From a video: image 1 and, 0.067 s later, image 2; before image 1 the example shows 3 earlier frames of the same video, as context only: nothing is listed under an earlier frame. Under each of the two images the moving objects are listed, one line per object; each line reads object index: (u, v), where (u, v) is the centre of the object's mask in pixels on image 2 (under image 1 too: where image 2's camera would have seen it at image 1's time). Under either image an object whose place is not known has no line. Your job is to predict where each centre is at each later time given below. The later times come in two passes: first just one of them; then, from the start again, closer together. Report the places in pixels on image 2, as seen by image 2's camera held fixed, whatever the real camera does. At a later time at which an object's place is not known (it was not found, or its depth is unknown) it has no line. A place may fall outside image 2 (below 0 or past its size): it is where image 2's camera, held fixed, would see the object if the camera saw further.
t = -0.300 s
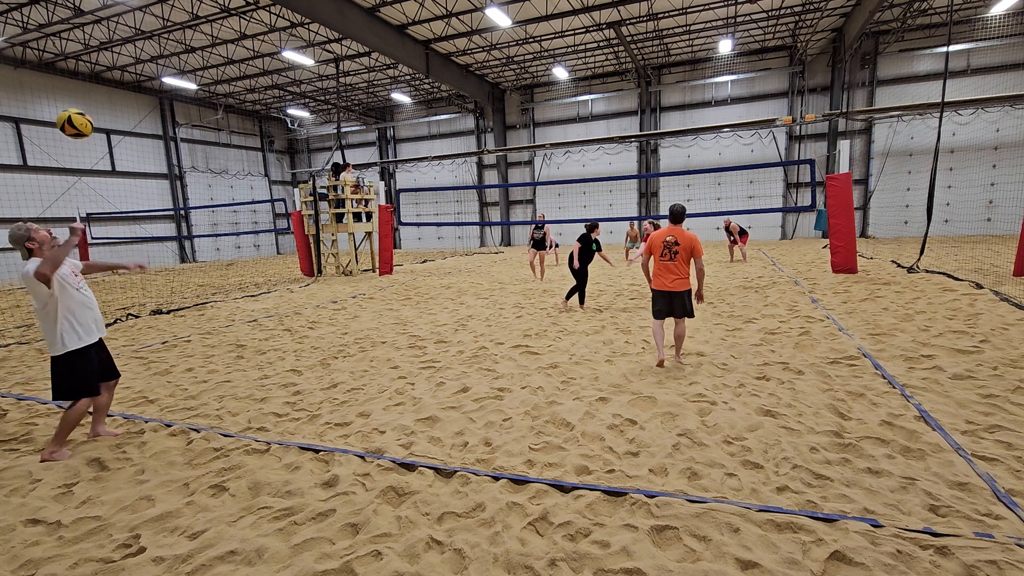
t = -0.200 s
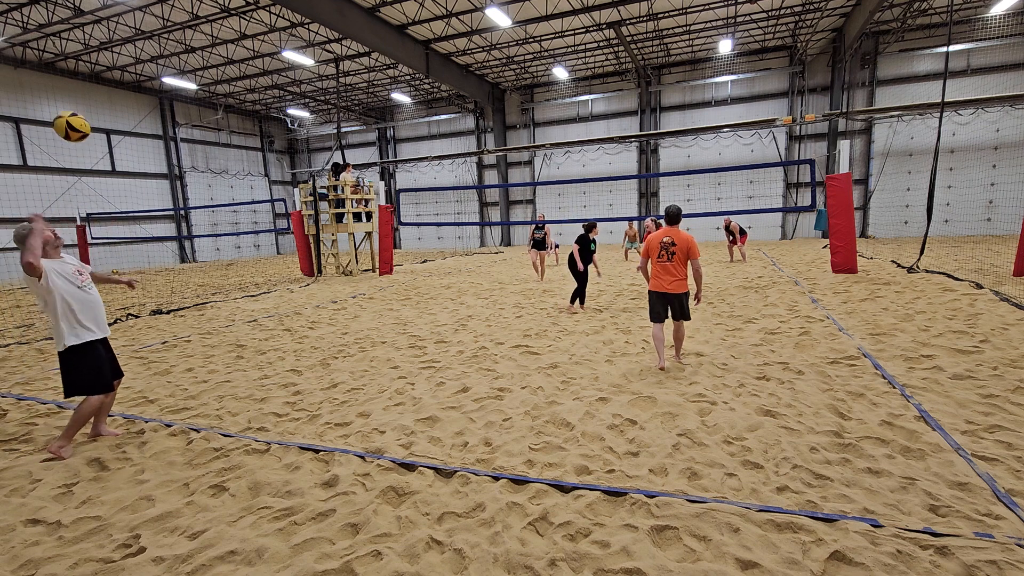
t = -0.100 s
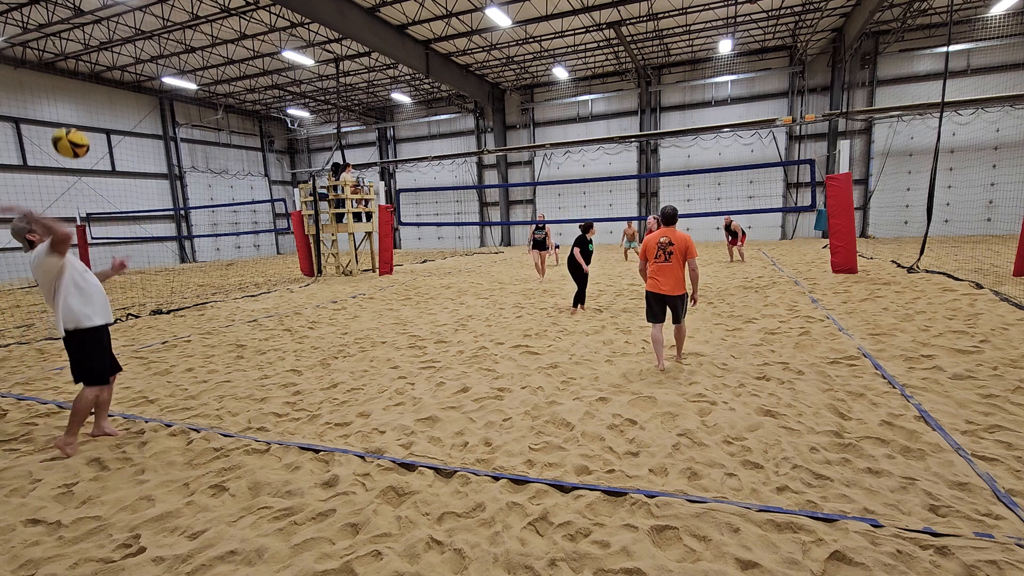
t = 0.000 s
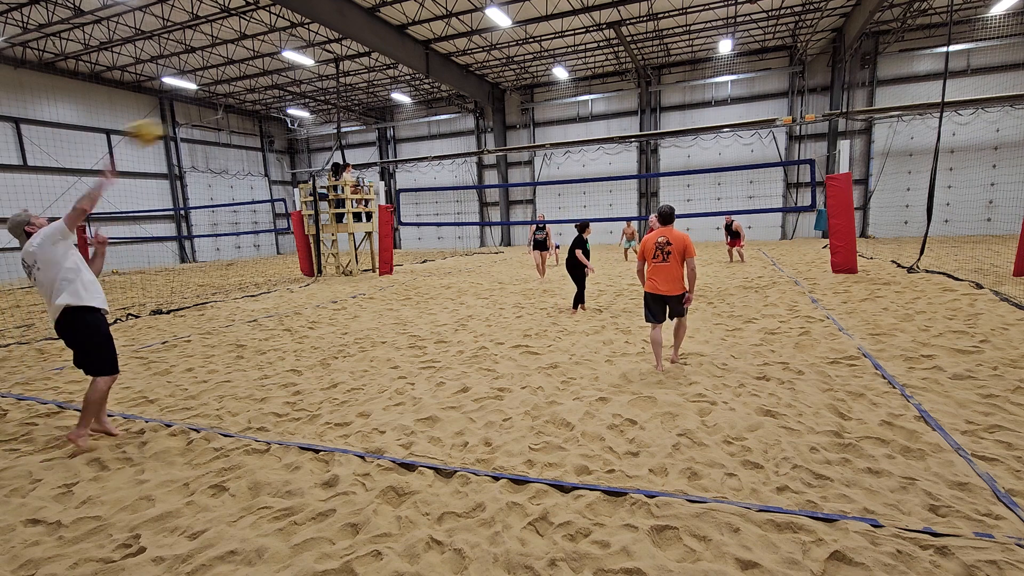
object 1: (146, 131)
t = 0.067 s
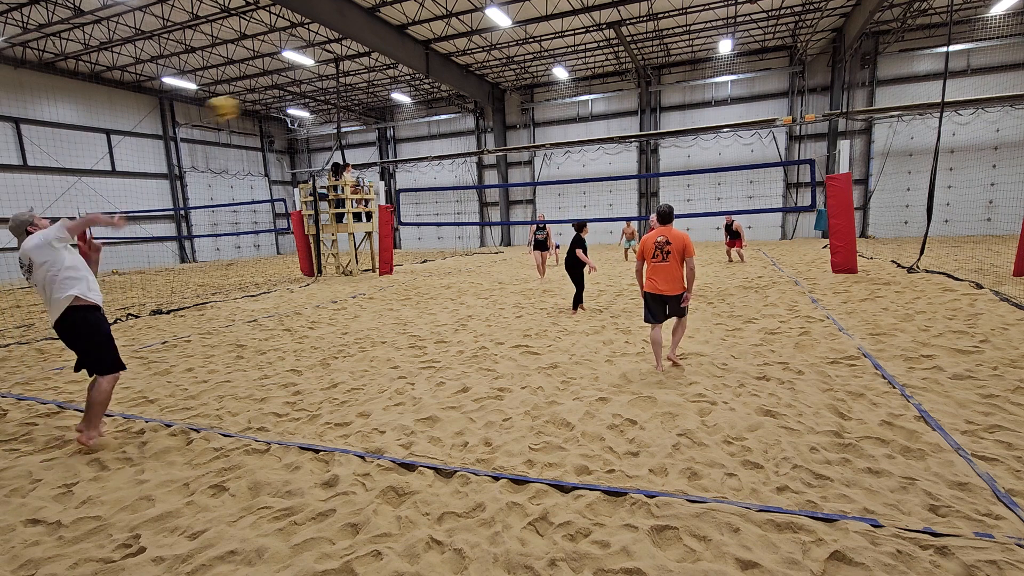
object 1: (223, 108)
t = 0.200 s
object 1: (329, 87)
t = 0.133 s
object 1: (284, 93)
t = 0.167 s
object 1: (307, 89)
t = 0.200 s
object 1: (329, 87)
